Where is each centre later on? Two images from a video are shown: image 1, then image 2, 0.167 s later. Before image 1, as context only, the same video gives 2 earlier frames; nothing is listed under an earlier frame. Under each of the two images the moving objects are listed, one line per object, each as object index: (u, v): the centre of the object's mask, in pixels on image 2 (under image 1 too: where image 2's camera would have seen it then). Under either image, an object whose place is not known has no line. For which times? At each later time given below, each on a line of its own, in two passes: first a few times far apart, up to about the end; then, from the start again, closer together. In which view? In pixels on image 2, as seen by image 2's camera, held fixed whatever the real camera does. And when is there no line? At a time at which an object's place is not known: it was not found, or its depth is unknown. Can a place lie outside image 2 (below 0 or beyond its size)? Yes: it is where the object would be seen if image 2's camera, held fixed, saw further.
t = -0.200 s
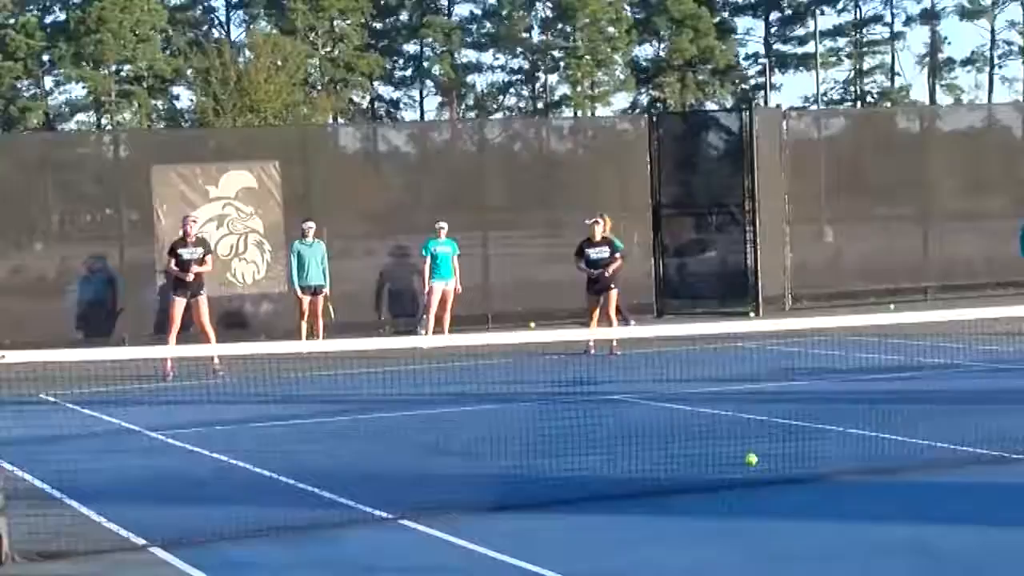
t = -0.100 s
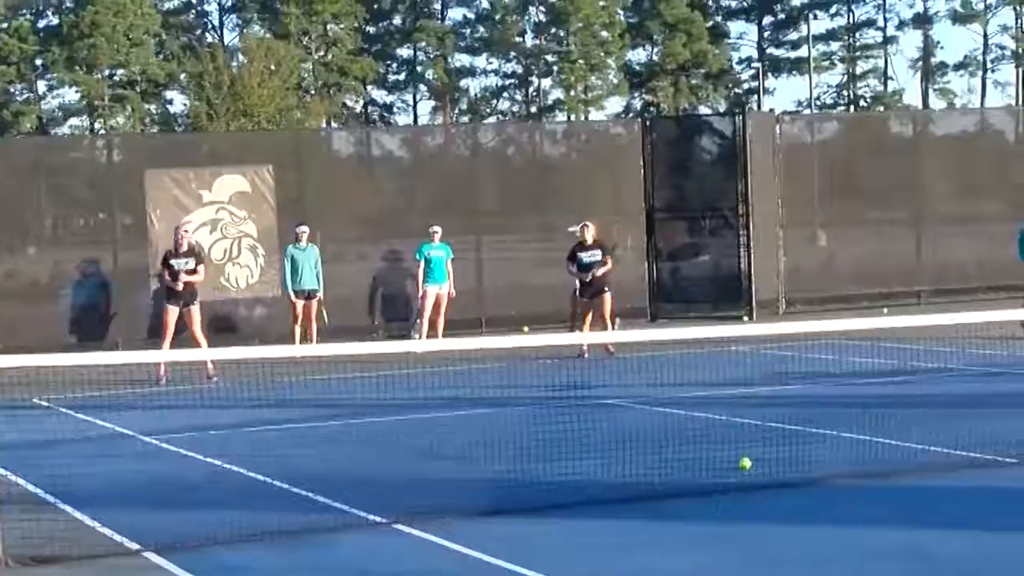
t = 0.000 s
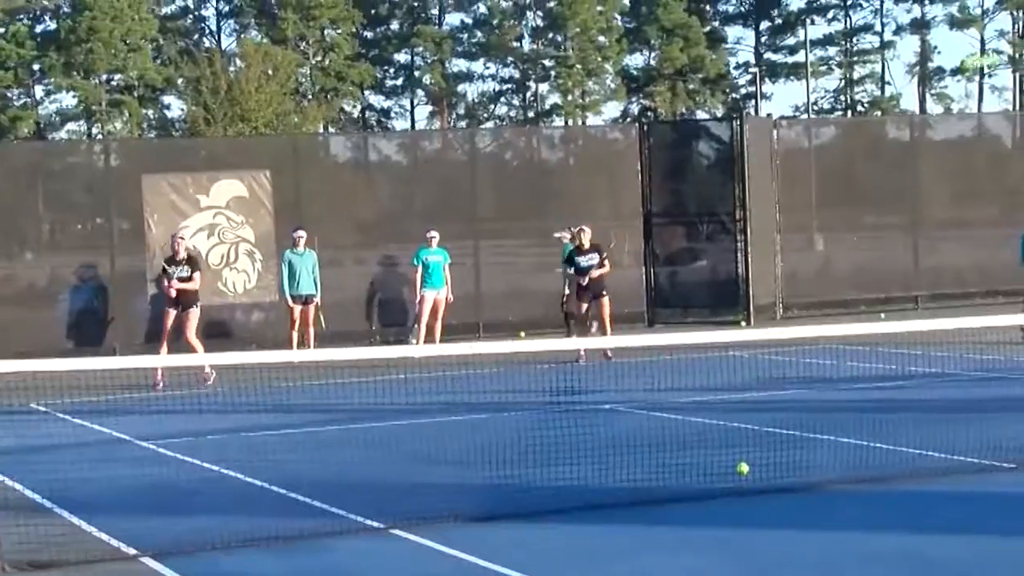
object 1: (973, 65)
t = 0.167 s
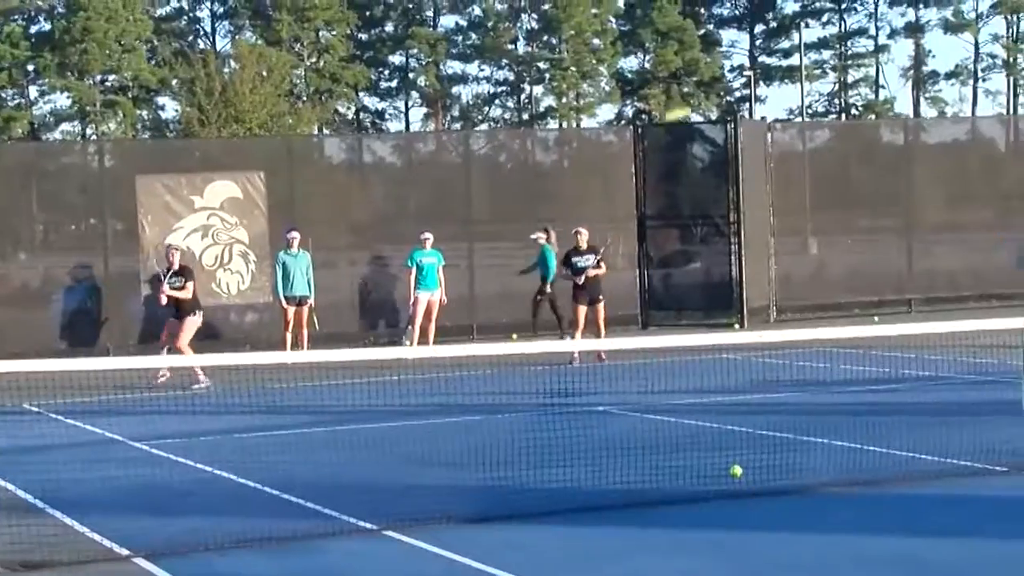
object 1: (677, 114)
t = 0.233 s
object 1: (591, 139)
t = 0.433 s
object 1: (400, 229)
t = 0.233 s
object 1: (591, 139)
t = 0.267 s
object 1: (554, 153)
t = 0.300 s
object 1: (517, 167)
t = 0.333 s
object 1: (485, 182)
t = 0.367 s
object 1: (455, 197)
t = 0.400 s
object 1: (427, 212)
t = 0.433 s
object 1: (400, 229)
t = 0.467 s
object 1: (375, 245)
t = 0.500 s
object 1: (352, 262)
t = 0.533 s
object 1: (330, 279)
